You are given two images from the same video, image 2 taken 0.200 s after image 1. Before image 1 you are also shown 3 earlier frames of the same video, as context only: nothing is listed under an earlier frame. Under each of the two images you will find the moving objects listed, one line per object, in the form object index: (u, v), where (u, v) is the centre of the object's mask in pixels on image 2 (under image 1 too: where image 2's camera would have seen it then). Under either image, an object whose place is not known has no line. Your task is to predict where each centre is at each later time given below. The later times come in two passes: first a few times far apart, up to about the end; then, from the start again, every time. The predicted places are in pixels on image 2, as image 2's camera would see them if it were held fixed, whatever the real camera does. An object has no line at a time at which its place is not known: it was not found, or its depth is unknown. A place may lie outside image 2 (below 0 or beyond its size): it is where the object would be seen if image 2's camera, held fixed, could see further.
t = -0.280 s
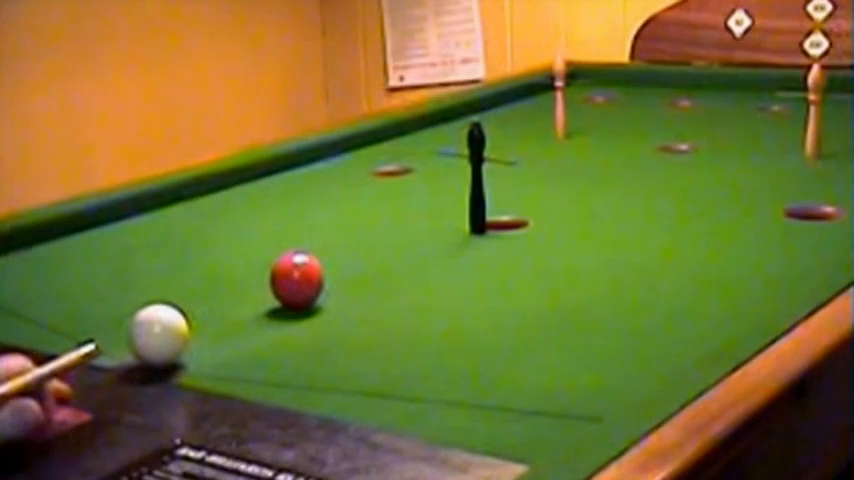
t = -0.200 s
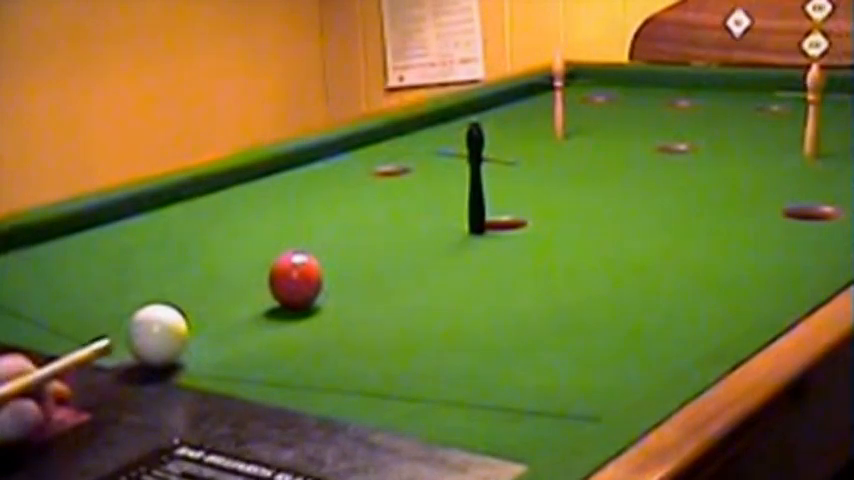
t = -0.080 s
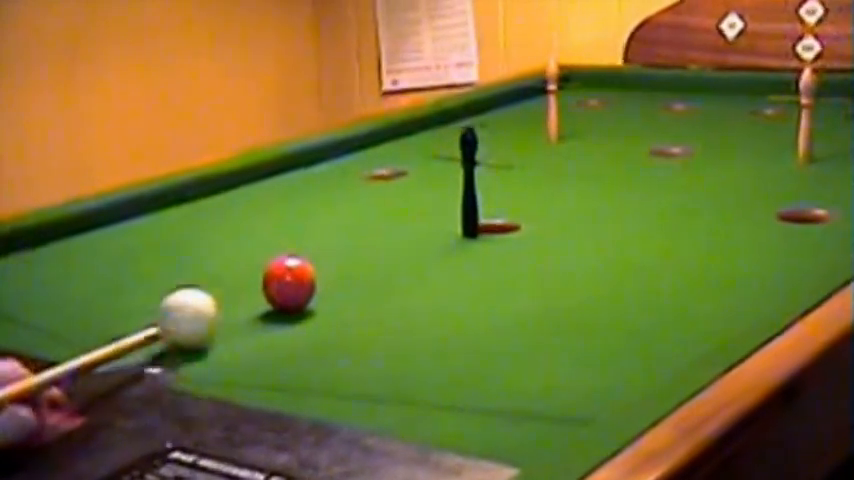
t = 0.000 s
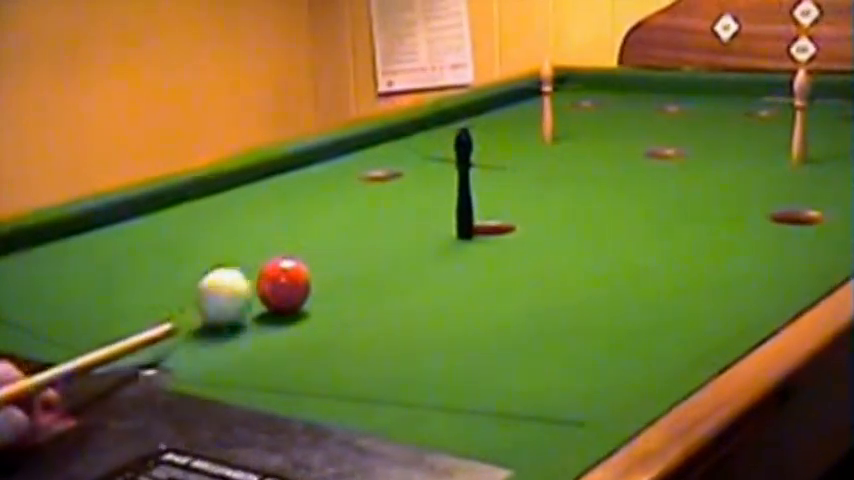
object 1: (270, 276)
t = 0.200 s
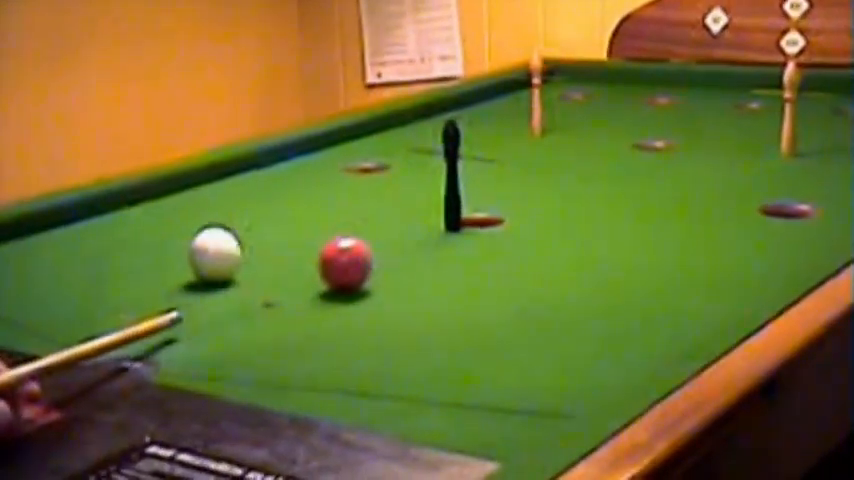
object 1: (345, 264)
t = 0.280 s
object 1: (373, 259)
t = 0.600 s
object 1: (475, 240)
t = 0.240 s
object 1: (359, 261)
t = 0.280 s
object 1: (373, 259)
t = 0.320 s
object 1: (387, 256)
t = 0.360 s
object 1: (400, 255)
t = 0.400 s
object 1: (413, 251)
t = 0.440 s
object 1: (426, 249)
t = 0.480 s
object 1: (438, 247)
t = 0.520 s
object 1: (450, 244)
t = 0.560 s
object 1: (463, 243)
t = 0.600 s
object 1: (475, 240)
